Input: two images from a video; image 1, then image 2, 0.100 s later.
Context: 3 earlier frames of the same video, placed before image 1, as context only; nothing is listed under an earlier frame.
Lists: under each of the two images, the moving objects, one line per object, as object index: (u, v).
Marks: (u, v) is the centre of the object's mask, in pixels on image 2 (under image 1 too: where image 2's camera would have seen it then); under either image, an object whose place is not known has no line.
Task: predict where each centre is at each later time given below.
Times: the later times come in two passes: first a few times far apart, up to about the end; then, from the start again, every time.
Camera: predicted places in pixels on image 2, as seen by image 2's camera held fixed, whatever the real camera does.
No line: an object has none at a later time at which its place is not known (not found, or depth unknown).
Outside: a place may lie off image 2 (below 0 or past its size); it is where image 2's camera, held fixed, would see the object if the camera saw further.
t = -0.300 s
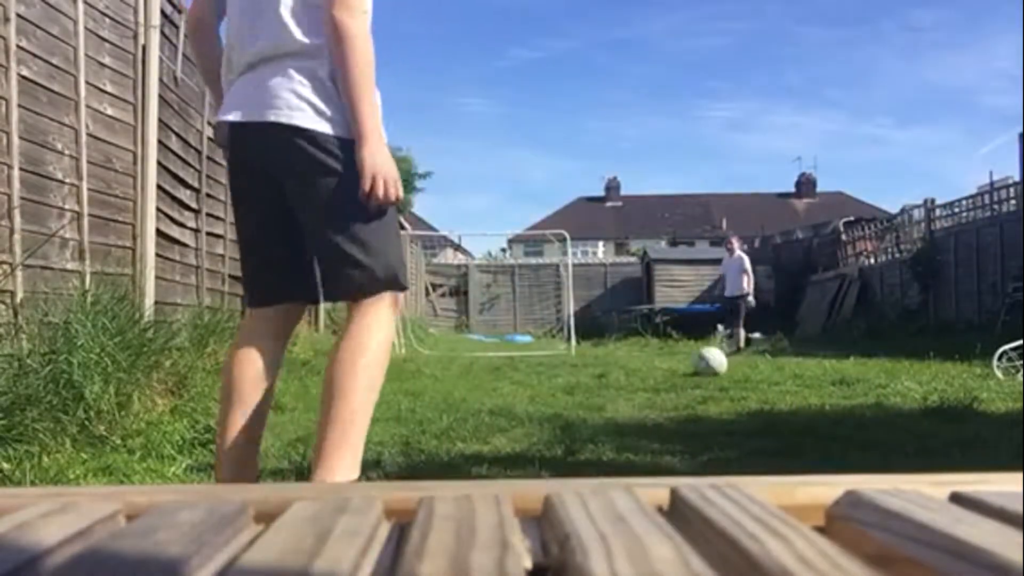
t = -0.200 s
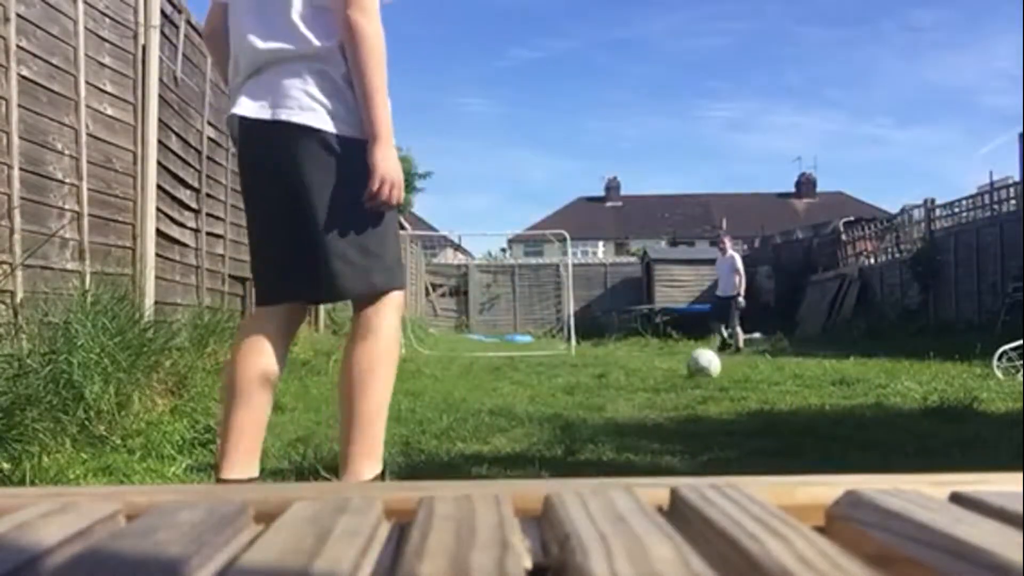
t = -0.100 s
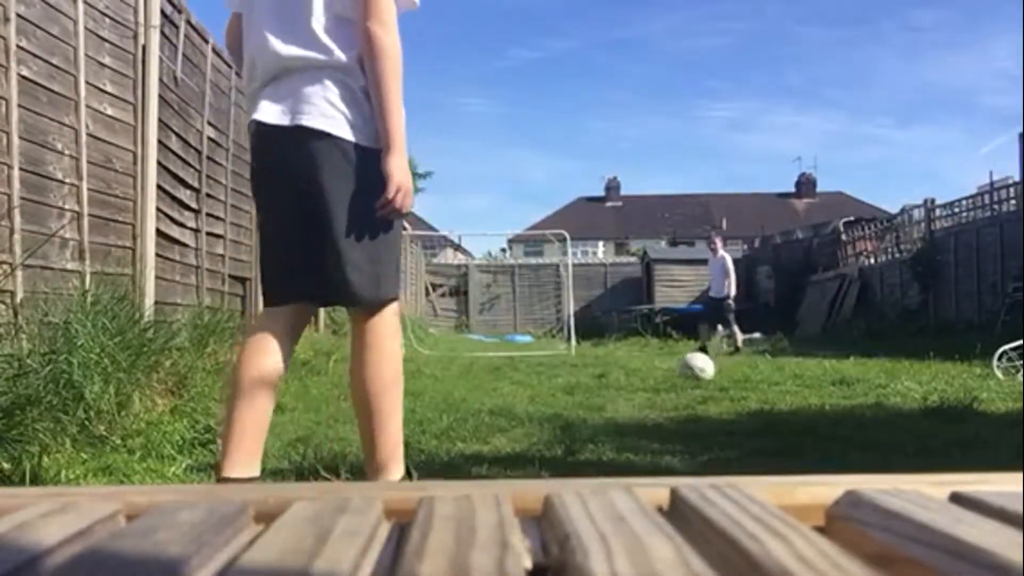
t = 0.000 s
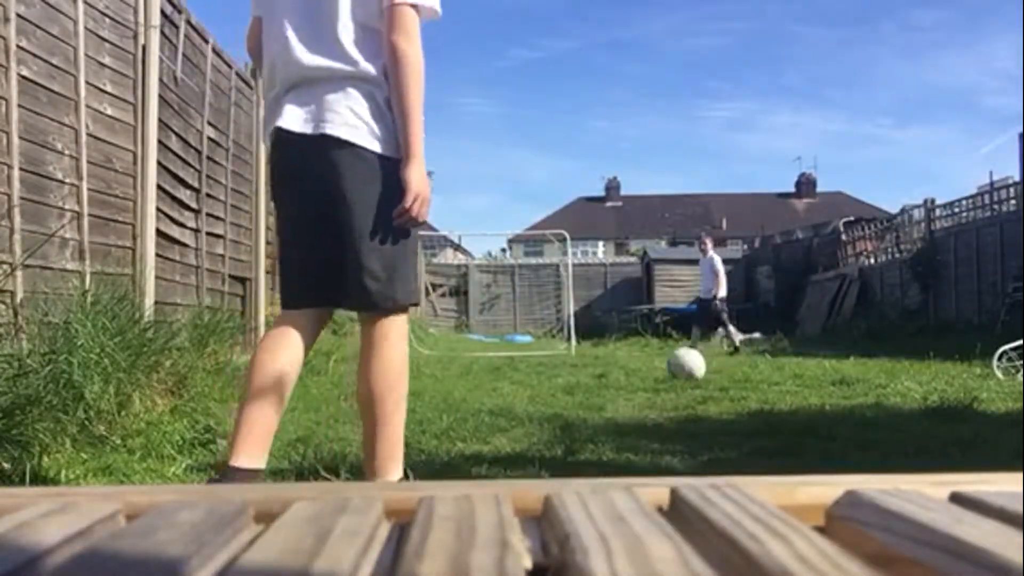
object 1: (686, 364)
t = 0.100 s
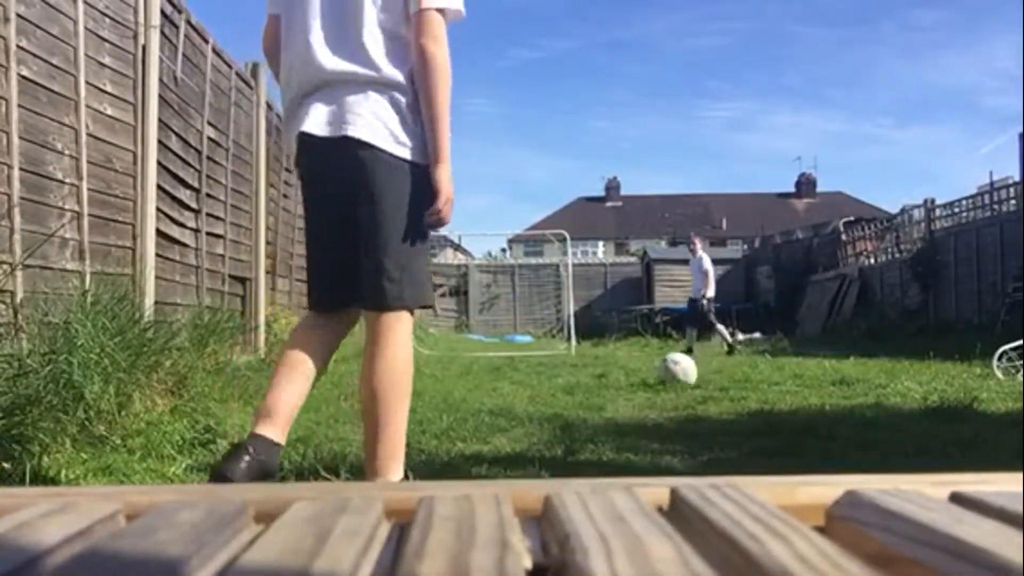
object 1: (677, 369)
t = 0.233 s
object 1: (666, 372)
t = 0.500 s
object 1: (640, 387)
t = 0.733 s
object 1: (626, 399)
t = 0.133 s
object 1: (674, 371)
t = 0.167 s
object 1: (671, 370)
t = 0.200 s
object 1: (669, 370)
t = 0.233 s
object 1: (666, 372)
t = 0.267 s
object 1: (662, 374)
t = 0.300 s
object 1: (659, 378)
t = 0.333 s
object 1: (657, 379)
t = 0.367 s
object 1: (654, 379)
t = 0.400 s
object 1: (650, 380)
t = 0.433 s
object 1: (646, 383)
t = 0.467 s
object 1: (643, 386)
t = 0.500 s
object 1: (640, 387)
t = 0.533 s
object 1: (637, 387)
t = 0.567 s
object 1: (635, 387)
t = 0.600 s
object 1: (633, 390)
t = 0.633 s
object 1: (631, 394)
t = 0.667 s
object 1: (628, 396)
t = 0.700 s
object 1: (627, 398)
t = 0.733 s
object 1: (626, 399)
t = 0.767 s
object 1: (624, 398)
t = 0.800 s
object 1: (622, 399)
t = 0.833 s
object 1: (620, 401)
